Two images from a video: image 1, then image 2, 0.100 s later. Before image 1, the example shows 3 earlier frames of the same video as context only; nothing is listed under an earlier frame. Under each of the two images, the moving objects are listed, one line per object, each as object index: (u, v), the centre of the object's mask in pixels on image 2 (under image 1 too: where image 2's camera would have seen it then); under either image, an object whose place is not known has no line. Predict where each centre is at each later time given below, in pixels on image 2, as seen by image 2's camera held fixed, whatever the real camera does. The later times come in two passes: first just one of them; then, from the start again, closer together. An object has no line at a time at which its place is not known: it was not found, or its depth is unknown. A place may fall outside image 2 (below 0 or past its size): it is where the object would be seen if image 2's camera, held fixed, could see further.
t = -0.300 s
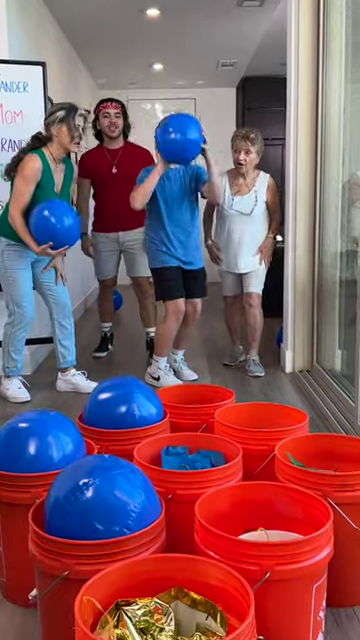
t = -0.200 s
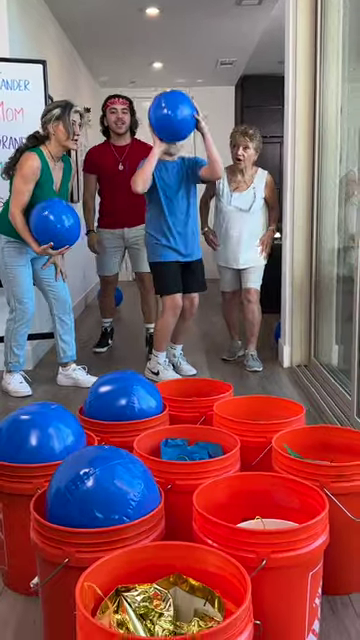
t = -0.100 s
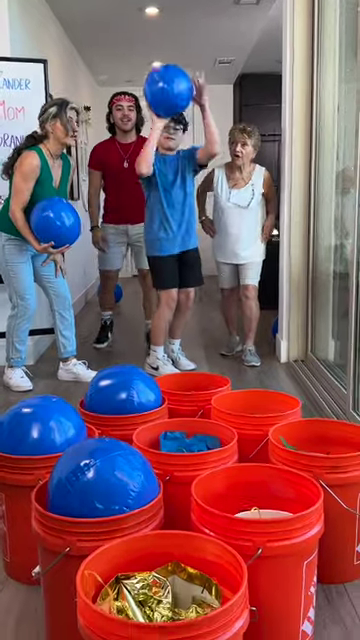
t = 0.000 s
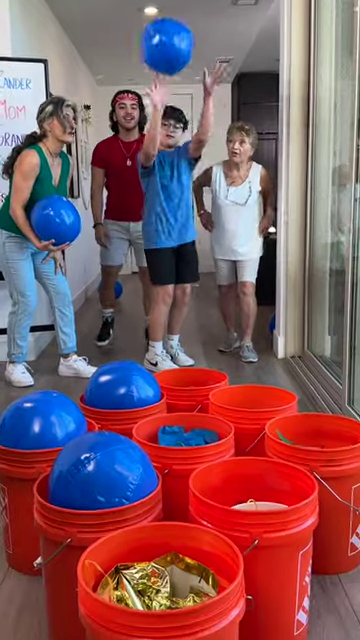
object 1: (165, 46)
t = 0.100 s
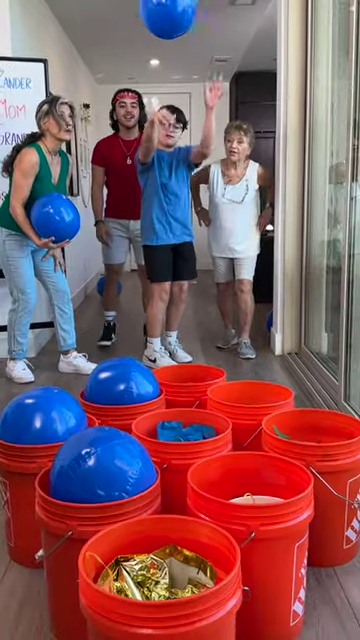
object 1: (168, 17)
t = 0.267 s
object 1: (175, 8)
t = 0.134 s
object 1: (170, 13)
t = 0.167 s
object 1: (172, 10)
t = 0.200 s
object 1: (174, 8)
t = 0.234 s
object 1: (175, 7)
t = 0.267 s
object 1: (175, 8)
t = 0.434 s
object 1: (189, 34)
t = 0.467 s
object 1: (192, 47)
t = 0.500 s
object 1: (194, 62)
